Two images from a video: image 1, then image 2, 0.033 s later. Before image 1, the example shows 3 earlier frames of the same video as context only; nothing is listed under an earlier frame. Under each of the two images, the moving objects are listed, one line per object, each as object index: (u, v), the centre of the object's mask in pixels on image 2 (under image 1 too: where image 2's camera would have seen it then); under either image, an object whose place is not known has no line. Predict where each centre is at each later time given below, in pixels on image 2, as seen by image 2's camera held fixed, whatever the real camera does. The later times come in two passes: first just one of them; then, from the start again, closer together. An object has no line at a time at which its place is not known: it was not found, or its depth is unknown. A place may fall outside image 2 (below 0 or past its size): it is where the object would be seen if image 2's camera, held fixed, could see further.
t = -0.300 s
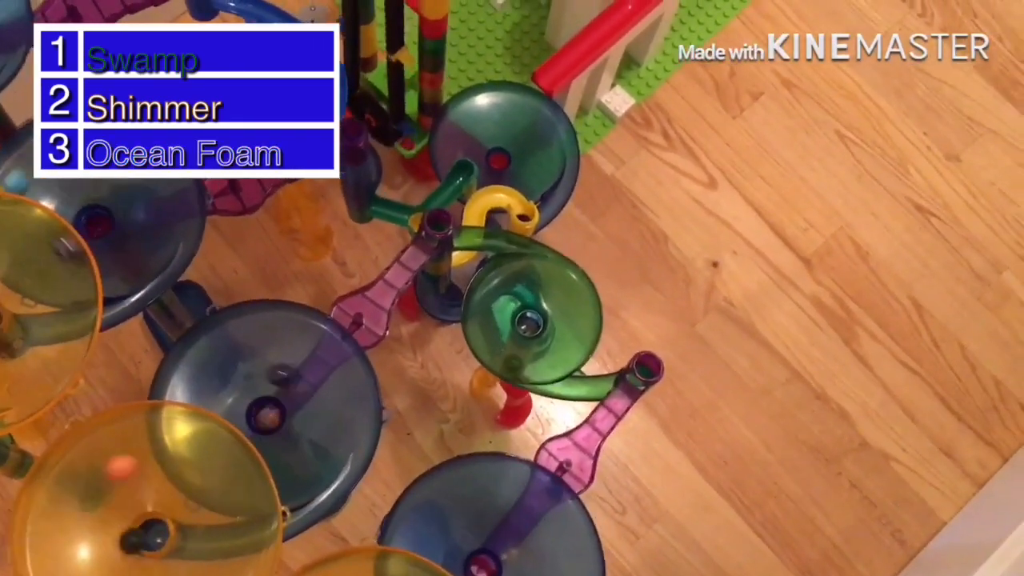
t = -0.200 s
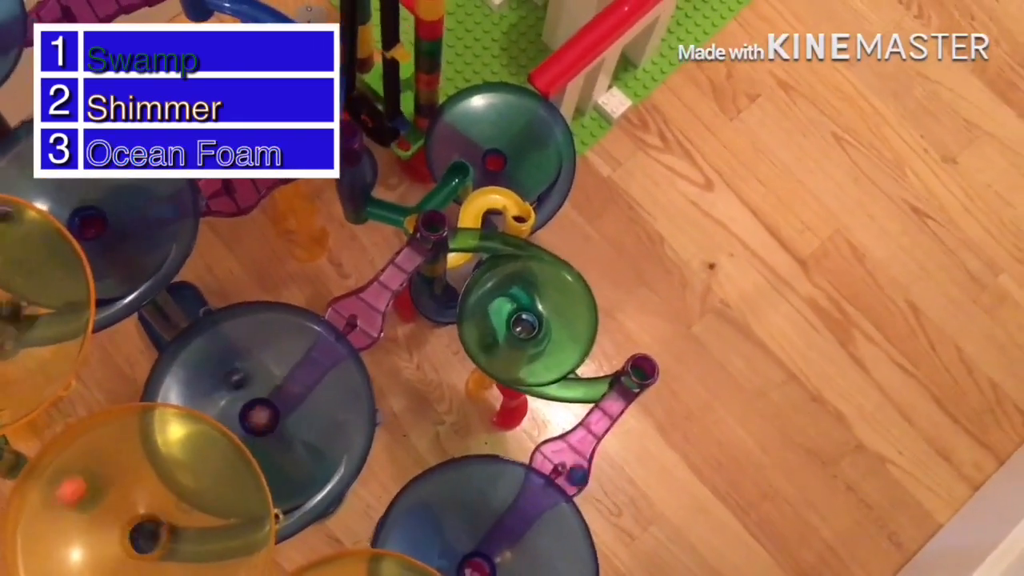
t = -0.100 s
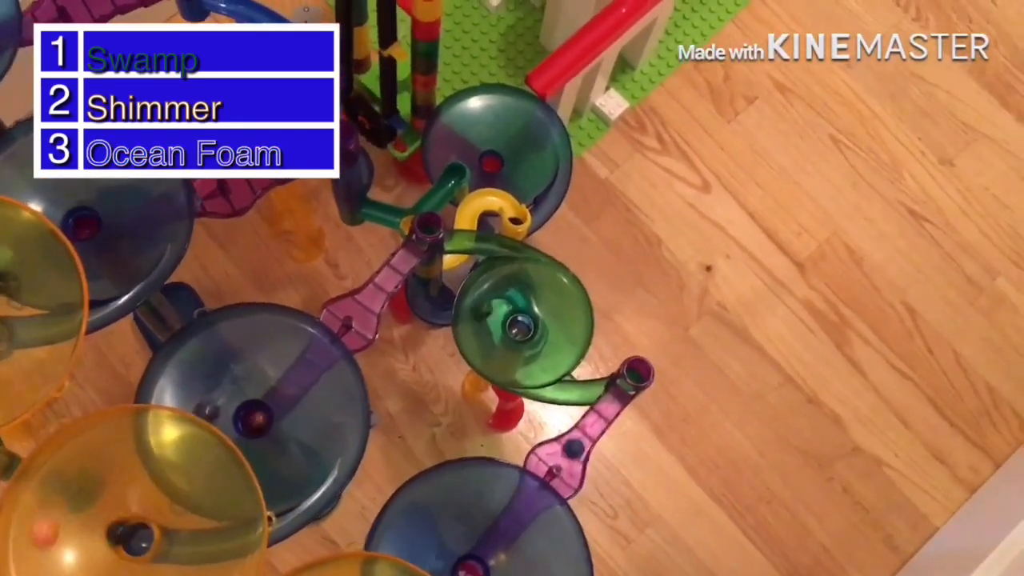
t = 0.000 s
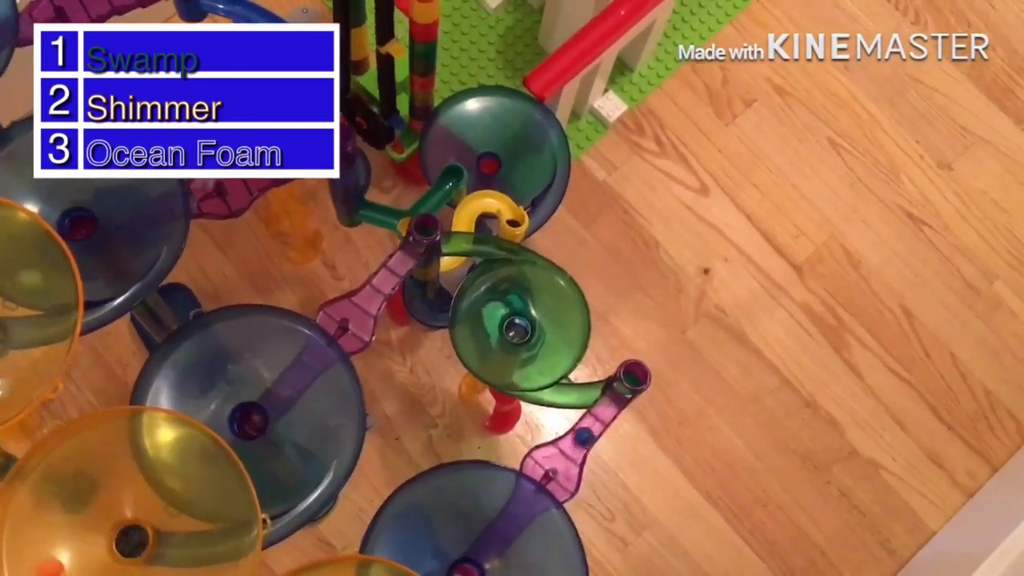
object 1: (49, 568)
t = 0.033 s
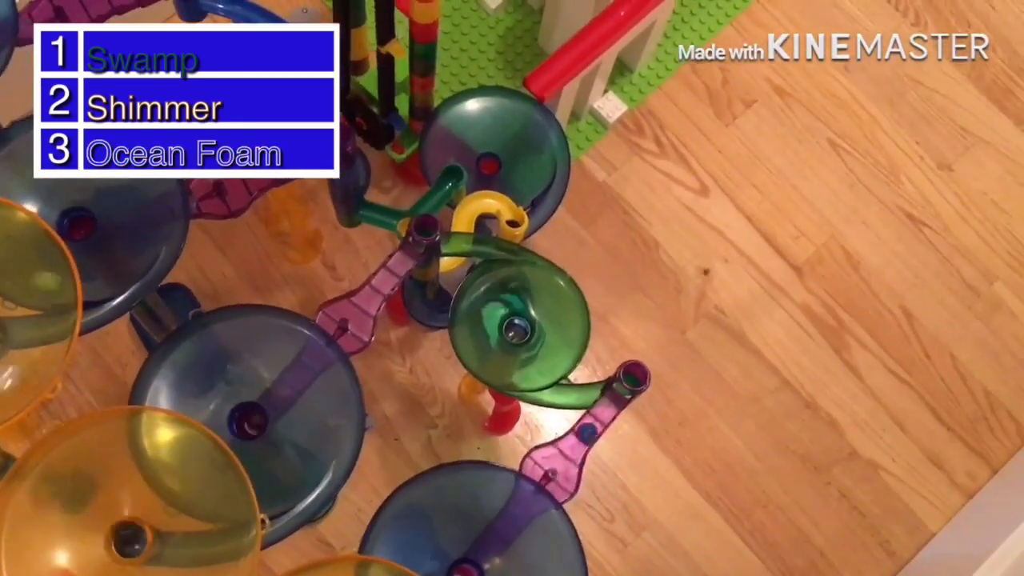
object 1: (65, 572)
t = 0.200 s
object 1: (147, 570)
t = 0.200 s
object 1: (147, 570)
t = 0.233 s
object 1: (160, 562)
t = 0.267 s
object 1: (169, 543)
